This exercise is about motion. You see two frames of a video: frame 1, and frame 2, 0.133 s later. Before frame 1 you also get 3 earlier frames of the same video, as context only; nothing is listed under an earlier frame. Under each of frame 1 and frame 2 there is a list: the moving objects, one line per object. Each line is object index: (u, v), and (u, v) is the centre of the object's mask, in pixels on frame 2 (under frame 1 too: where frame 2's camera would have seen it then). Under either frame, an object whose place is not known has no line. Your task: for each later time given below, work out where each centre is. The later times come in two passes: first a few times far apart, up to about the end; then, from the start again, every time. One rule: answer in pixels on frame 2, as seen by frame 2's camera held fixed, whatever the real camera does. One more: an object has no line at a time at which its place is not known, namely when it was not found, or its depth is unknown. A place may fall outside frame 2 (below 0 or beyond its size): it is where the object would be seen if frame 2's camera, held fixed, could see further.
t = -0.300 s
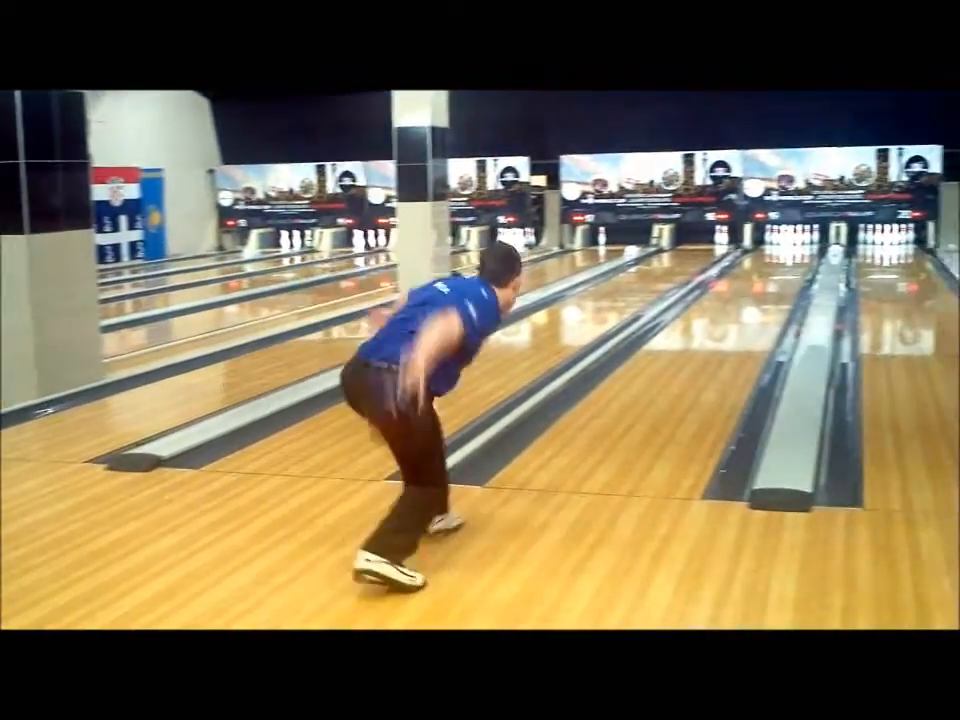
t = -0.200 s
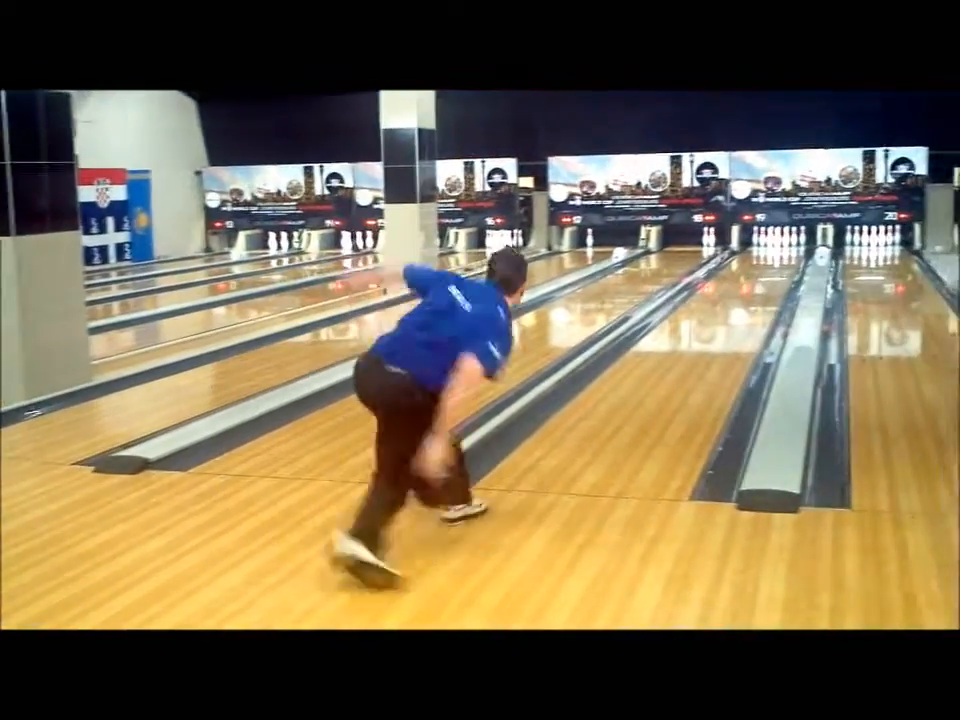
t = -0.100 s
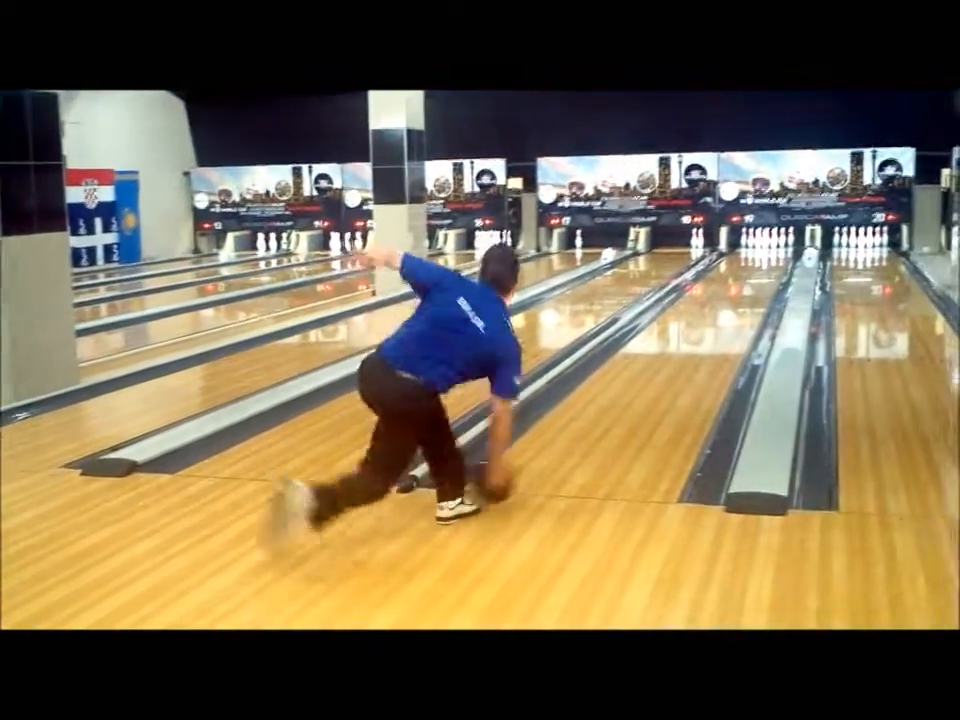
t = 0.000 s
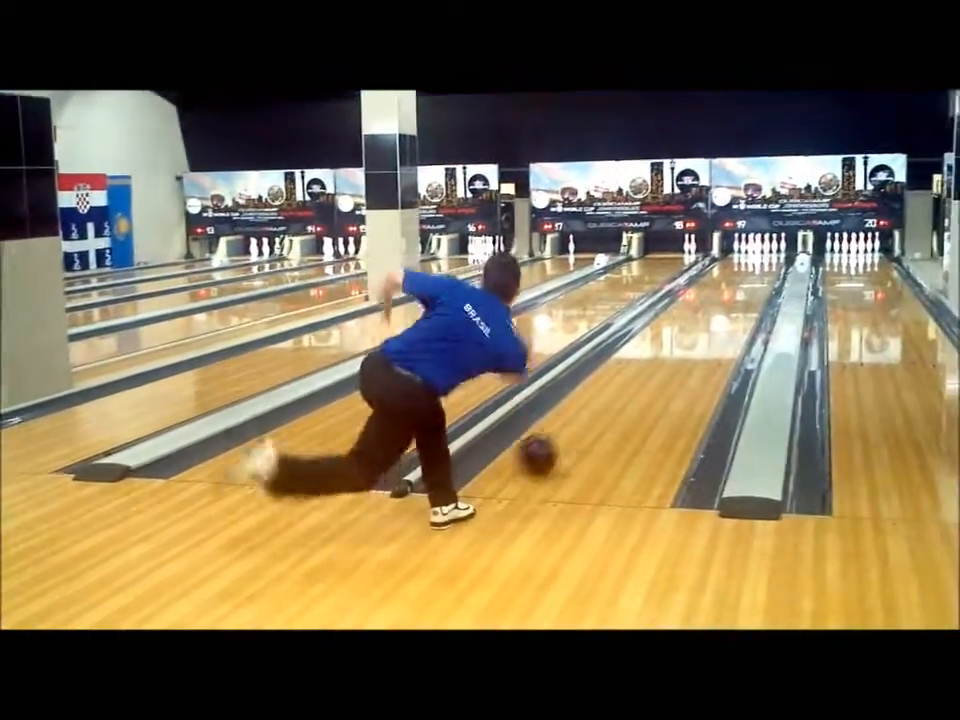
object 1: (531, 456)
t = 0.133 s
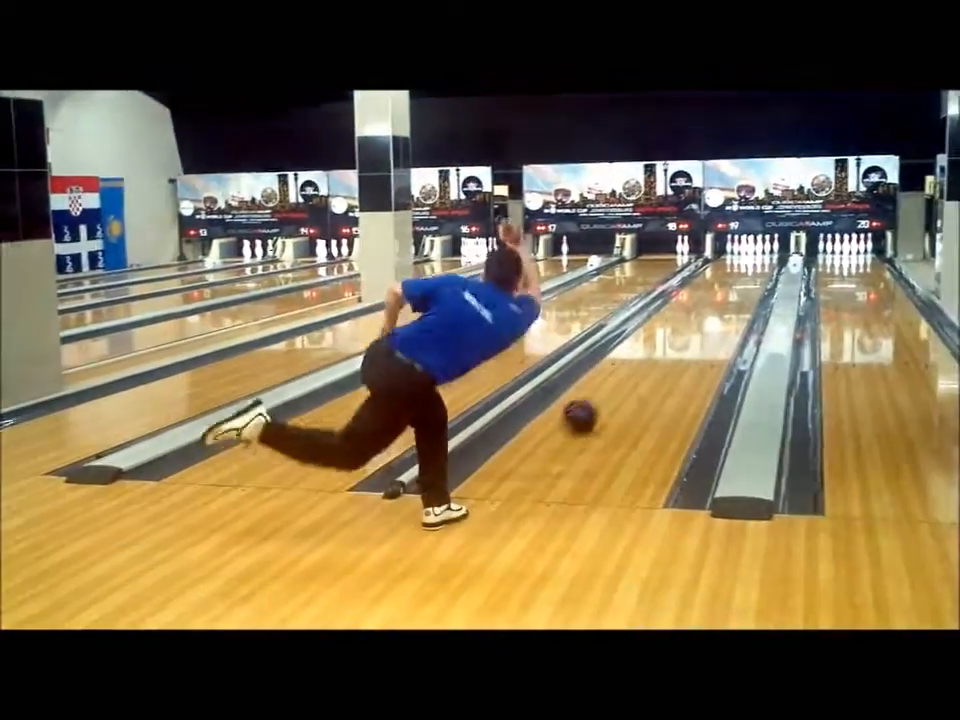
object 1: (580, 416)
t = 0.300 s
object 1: (627, 380)
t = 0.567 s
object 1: (676, 341)
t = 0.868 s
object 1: (711, 312)
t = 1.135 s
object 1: (732, 293)
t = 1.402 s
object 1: (746, 279)
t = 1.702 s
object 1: (755, 268)
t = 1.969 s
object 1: (756, 260)
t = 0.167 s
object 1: (591, 409)
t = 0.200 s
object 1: (600, 400)
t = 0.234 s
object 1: (610, 392)
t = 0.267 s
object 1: (618, 386)
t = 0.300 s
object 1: (627, 380)
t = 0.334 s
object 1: (634, 374)
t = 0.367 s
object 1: (641, 368)
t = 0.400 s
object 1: (647, 363)
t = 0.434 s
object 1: (654, 358)
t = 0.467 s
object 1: (659, 354)
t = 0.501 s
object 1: (665, 349)
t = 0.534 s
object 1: (671, 345)
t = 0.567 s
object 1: (676, 341)
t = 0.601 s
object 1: (680, 337)
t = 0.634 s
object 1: (684, 334)
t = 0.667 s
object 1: (689, 330)
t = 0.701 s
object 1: (693, 326)
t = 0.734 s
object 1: (697, 323)
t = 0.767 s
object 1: (701, 320)
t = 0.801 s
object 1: (704, 317)
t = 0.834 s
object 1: (707, 314)
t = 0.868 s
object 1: (711, 312)
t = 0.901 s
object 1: (714, 309)
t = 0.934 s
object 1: (717, 307)
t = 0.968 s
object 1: (719, 305)
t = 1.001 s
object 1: (722, 302)
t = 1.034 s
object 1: (725, 299)
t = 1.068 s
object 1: (727, 298)
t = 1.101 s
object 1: (729, 295)
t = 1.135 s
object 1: (732, 293)
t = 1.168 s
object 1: (734, 292)
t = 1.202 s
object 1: (736, 290)
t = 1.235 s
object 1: (738, 288)
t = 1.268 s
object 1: (740, 286)
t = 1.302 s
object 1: (742, 284)
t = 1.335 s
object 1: (743, 282)
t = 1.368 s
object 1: (745, 281)
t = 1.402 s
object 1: (746, 279)
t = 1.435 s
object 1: (747, 278)
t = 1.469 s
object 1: (749, 276)
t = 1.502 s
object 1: (750, 275)
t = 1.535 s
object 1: (750, 274)
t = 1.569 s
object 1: (752, 273)
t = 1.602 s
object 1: (753, 271)
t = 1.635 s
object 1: (753, 270)
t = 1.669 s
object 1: (755, 269)
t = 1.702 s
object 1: (755, 268)
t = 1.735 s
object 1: (756, 267)
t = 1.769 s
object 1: (756, 266)
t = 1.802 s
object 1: (756, 264)
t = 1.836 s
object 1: (756, 263)
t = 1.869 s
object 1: (756, 261)
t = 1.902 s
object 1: (756, 261)
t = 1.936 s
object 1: (759, 261)
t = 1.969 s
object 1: (756, 260)
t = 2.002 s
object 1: (757, 260)
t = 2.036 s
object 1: (756, 258)
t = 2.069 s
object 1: (756, 257)
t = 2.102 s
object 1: (755, 257)
